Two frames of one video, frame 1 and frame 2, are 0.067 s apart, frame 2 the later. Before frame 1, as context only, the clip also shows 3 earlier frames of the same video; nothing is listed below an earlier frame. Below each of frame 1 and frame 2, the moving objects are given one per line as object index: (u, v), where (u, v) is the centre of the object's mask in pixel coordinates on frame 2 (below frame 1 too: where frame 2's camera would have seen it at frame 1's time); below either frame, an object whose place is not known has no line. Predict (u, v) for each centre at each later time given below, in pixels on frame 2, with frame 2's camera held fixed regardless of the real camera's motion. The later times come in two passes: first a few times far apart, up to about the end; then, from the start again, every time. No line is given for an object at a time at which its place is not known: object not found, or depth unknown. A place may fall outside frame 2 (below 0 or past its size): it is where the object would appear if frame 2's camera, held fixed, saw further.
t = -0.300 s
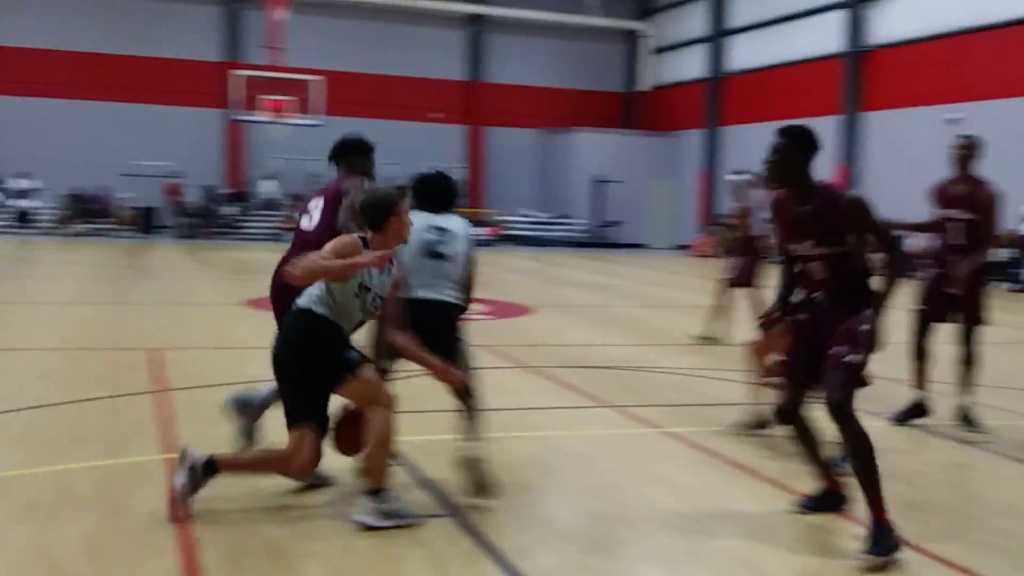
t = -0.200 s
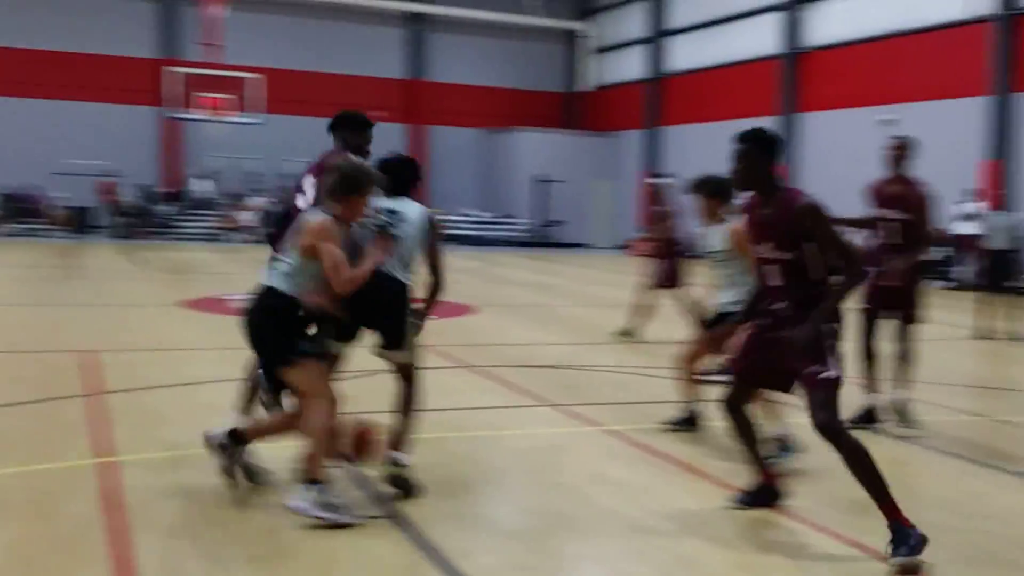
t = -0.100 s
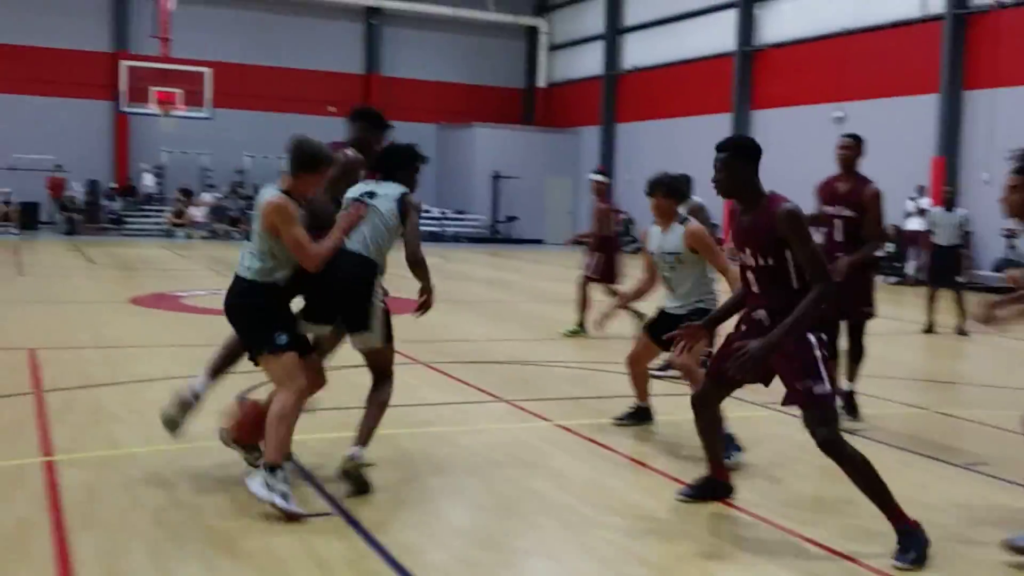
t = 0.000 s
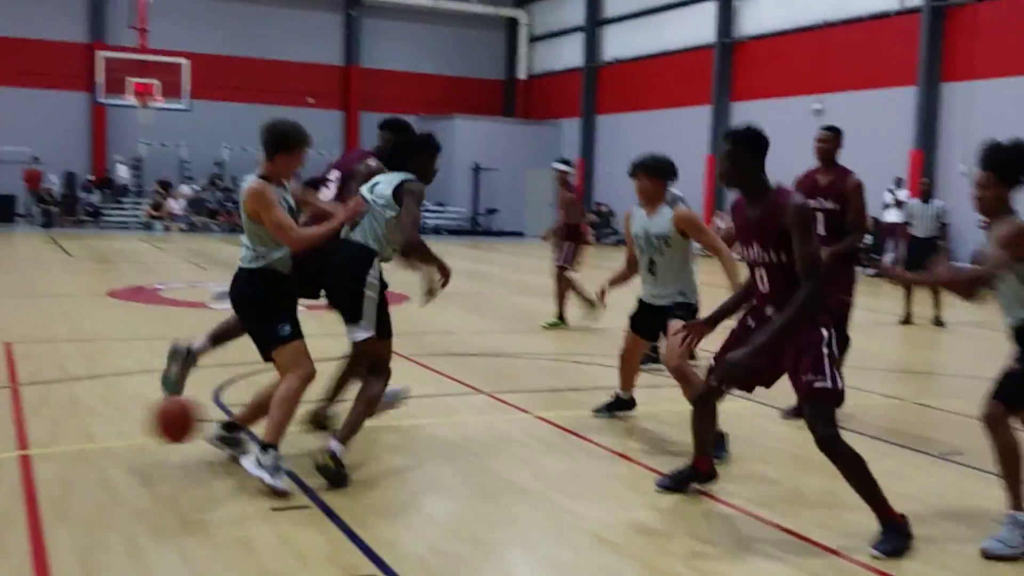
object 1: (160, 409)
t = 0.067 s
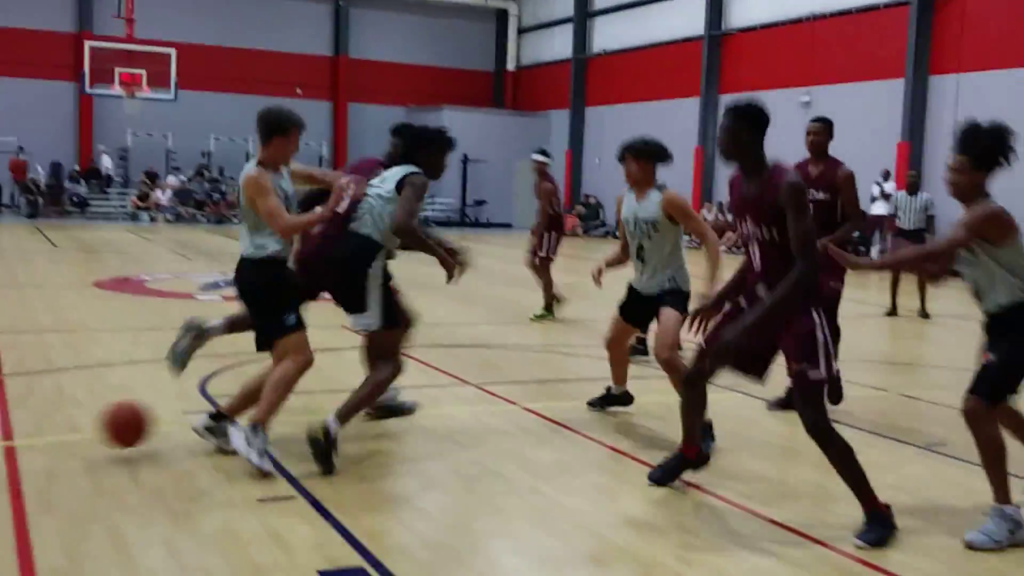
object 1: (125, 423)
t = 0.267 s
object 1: (59, 402)
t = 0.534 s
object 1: (-18, 405)
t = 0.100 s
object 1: (108, 433)
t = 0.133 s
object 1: (98, 426)
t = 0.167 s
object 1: (88, 417)
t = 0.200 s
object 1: (79, 410)
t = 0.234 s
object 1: (68, 405)
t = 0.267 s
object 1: (59, 402)
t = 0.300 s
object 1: (49, 402)
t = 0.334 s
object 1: (39, 403)
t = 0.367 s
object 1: (29, 406)
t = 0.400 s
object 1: (20, 412)
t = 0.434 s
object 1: (10, 420)
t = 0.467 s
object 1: (1, 418)
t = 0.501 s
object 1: (-8, 411)
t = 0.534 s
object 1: (-18, 405)
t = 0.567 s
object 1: (-27, 402)
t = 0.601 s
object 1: (-36, 401)
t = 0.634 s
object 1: (-45, 402)
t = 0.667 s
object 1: (-54, 405)
